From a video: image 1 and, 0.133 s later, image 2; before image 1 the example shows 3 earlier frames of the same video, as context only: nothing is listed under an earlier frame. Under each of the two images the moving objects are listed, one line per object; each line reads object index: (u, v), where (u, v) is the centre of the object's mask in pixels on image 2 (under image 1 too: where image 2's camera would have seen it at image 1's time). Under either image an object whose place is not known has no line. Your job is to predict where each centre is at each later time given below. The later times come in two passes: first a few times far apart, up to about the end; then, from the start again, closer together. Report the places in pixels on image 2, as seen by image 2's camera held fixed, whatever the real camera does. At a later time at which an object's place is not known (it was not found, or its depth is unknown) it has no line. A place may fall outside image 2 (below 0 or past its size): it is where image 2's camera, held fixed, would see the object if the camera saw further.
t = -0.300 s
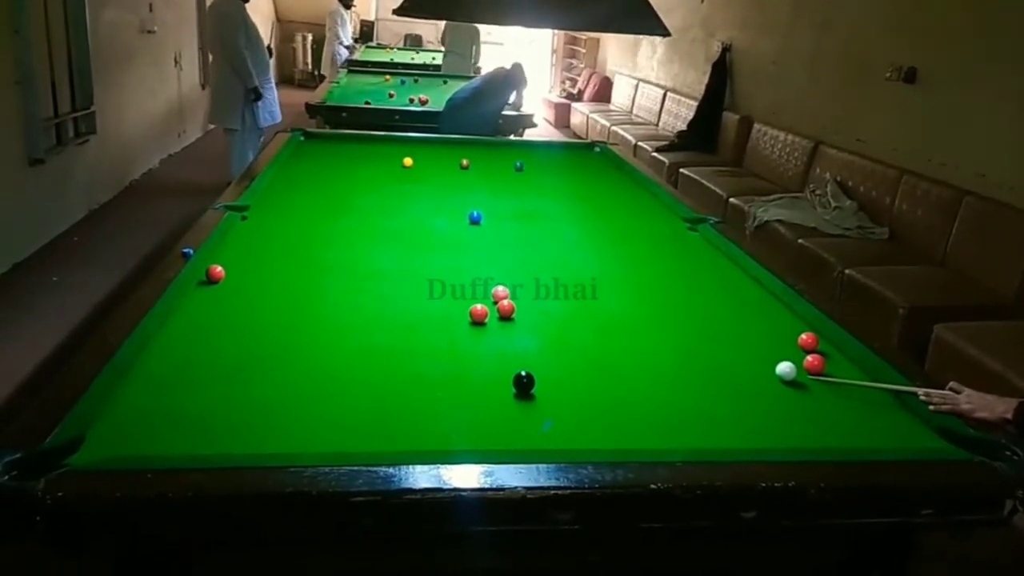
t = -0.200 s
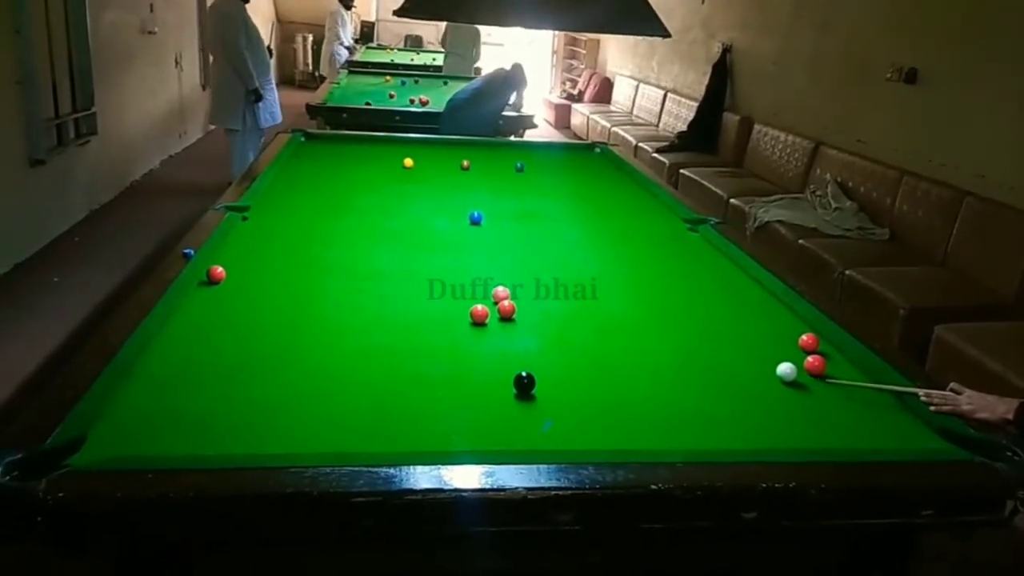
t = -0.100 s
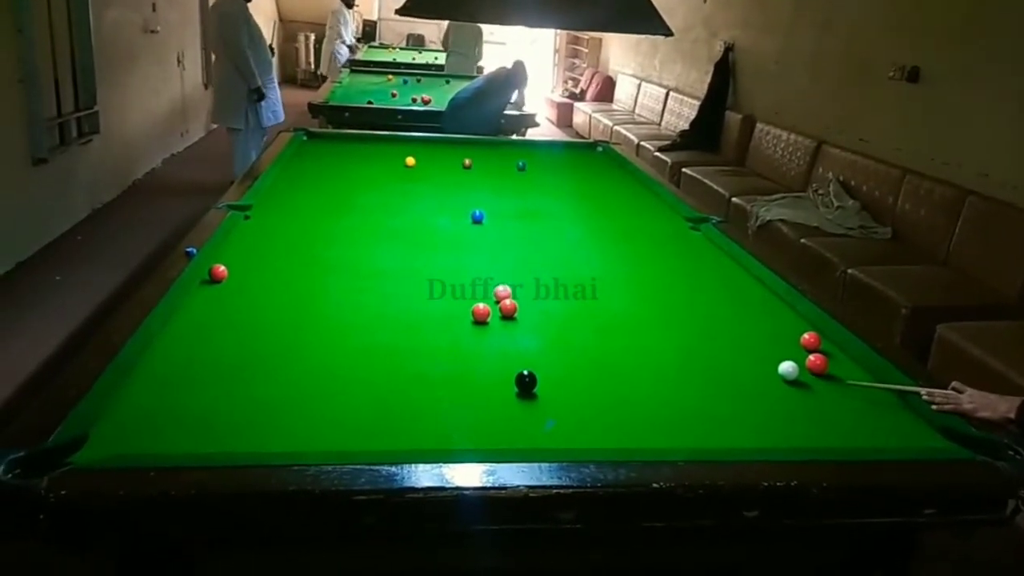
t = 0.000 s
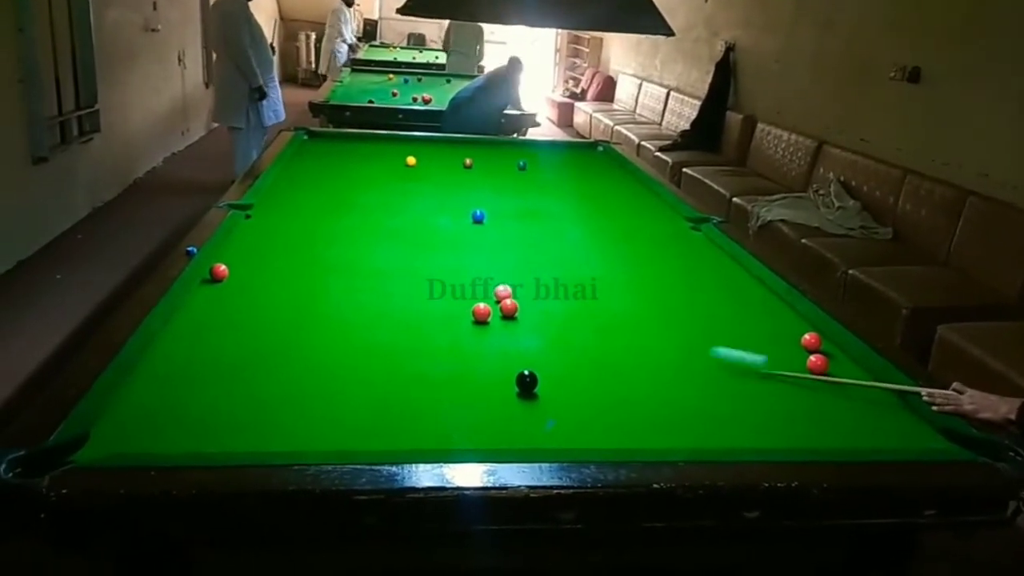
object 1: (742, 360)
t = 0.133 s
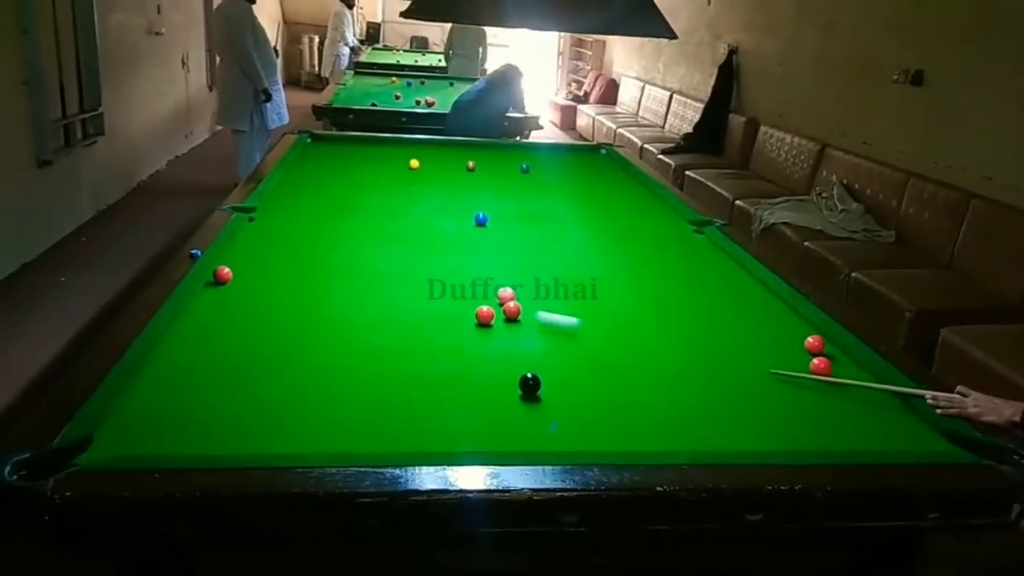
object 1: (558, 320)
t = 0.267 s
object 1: (504, 323)
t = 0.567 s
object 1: (455, 344)
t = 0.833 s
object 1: (407, 365)
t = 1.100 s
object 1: (355, 387)
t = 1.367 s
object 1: (299, 412)
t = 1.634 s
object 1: (240, 438)
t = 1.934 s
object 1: (197, 442)
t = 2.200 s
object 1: (180, 430)
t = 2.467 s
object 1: (167, 420)
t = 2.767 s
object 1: (156, 411)
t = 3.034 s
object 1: (148, 406)
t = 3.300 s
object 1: (143, 402)
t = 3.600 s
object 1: (140, 402)
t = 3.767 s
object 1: (142, 401)
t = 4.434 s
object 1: (142, 401)
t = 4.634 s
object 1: (142, 401)
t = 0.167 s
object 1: (526, 315)
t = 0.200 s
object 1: (516, 319)
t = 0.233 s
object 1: (510, 322)
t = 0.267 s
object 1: (504, 323)
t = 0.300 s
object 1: (499, 326)
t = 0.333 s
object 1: (494, 328)
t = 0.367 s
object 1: (488, 330)
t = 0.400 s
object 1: (483, 333)
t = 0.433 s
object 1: (477, 334)
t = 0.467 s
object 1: (472, 337)
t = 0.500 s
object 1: (466, 340)
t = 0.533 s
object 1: (461, 342)
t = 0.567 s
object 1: (455, 344)
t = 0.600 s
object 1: (449, 347)
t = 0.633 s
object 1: (443, 349)
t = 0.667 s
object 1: (438, 352)
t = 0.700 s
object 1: (432, 354)
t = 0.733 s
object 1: (426, 357)
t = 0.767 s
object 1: (419, 359)
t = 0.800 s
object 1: (413, 362)
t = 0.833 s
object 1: (407, 365)
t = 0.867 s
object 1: (401, 367)
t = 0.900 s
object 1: (394, 369)
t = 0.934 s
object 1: (388, 372)
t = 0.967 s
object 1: (382, 375)
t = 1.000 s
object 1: (375, 379)
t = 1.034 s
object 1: (368, 381)
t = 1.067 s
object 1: (362, 384)
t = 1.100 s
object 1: (355, 387)
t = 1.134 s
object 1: (348, 389)
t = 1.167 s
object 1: (342, 392)
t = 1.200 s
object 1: (335, 396)
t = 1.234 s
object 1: (328, 399)
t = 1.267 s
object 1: (320, 402)
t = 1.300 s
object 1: (314, 405)
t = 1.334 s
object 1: (306, 408)
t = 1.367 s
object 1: (299, 412)
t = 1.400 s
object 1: (292, 415)
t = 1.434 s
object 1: (284, 418)
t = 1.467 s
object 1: (277, 421)
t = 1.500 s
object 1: (270, 425)
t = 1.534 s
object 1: (262, 428)
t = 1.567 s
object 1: (255, 431)
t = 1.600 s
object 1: (248, 435)
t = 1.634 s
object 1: (240, 438)
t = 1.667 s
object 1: (232, 441)
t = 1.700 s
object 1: (225, 443)
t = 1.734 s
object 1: (218, 445)
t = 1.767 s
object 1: (210, 448)
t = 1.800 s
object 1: (207, 447)
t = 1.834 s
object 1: (205, 445)
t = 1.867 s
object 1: (203, 443)
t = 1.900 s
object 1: (199, 443)
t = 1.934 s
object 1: (197, 442)
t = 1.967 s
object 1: (195, 440)
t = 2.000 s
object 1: (193, 439)
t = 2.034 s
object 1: (191, 438)
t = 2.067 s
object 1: (188, 437)
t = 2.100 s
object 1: (186, 435)
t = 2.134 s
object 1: (184, 434)
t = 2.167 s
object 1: (182, 432)
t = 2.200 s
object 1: (180, 430)
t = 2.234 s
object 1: (178, 429)
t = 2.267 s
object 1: (177, 428)
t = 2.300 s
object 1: (175, 426)
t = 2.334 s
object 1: (173, 425)
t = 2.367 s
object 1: (171, 424)
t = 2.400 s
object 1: (170, 423)
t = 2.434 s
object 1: (168, 422)
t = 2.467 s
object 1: (167, 420)
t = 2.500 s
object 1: (165, 419)
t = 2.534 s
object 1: (164, 418)
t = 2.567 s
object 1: (163, 417)
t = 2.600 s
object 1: (161, 416)
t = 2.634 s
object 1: (160, 415)
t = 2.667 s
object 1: (159, 414)
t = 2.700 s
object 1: (158, 413)
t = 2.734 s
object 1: (157, 412)
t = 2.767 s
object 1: (156, 411)
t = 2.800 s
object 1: (155, 410)
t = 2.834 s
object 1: (154, 410)
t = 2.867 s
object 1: (153, 409)
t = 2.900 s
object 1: (152, 408)
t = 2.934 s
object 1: (151, 408)
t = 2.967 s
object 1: (150, 407)
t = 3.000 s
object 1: (149, 407)
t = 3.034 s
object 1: (148, 406)
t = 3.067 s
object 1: (148, 405)
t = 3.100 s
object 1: (147, 405)
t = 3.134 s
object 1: (146, 405)
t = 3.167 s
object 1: (146, 404)
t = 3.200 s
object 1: (145, 403)
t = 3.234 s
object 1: (145, 403)
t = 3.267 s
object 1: (144, 403)
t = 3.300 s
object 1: (143, 402)
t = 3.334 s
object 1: (143, 402)
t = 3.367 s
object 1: (143, 402)
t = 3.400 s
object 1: (142, 402)
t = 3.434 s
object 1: (142, 402)
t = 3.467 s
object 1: (140, 402)
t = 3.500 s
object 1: (140, 402)
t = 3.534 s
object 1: (140, 402)
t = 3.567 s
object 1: (140, 402)
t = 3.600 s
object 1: (140, 402)
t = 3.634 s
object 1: (141, 401)
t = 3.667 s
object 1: (141, 401)
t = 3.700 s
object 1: (141, 401)
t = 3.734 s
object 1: (141, 401)
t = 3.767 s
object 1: (142, 401)
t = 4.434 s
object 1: (142, 401)
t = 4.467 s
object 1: (142, 401)
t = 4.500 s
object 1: (142, 401)
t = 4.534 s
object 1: (142, 401)
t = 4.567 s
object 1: (142, 401)
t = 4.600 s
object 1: (142, 401)
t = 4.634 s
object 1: (142, 401)
